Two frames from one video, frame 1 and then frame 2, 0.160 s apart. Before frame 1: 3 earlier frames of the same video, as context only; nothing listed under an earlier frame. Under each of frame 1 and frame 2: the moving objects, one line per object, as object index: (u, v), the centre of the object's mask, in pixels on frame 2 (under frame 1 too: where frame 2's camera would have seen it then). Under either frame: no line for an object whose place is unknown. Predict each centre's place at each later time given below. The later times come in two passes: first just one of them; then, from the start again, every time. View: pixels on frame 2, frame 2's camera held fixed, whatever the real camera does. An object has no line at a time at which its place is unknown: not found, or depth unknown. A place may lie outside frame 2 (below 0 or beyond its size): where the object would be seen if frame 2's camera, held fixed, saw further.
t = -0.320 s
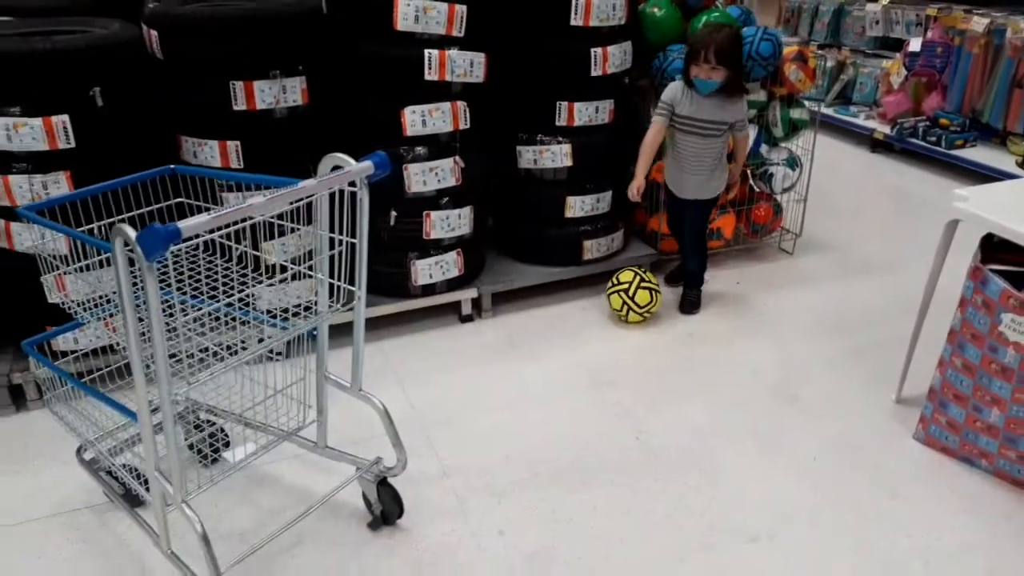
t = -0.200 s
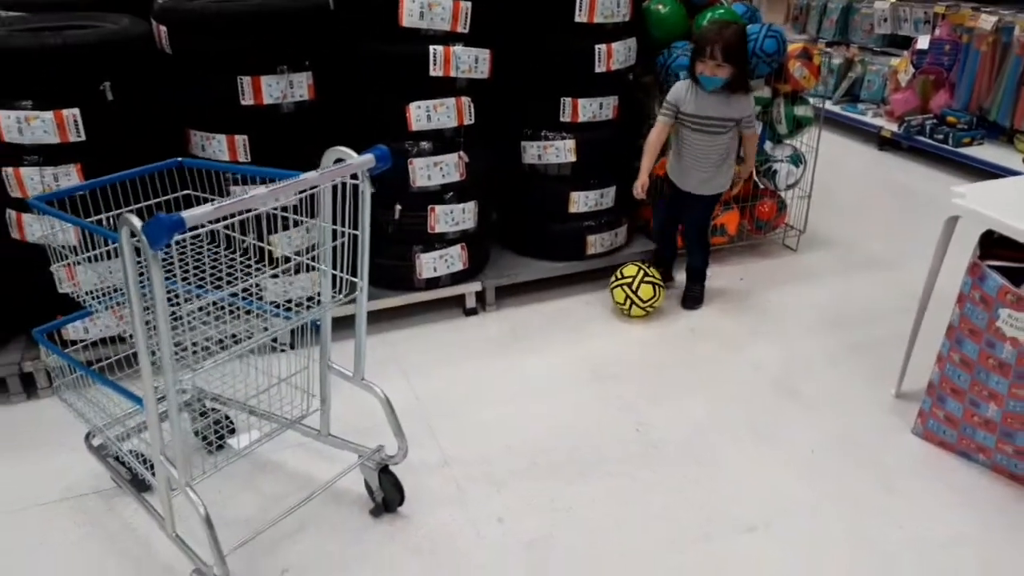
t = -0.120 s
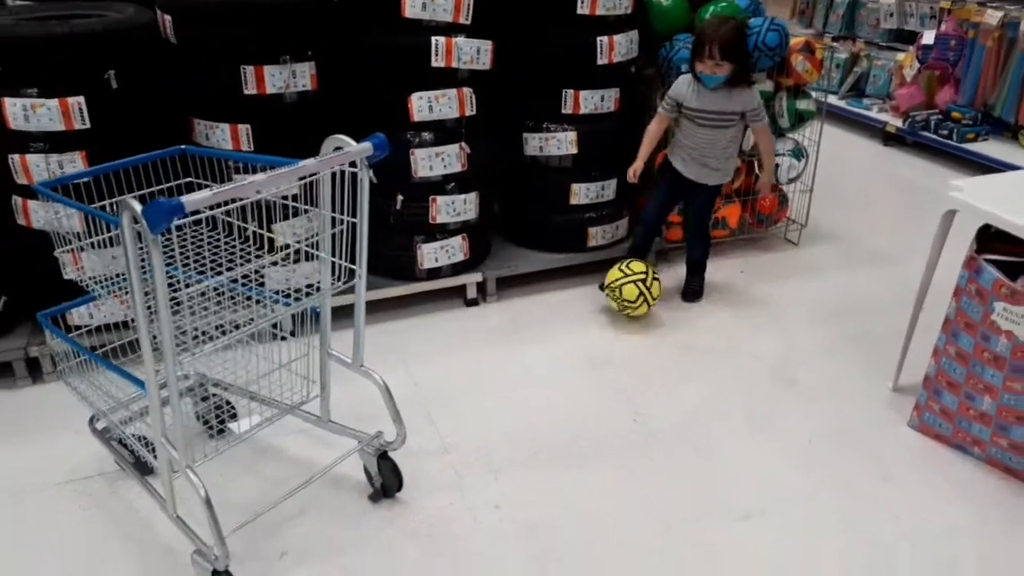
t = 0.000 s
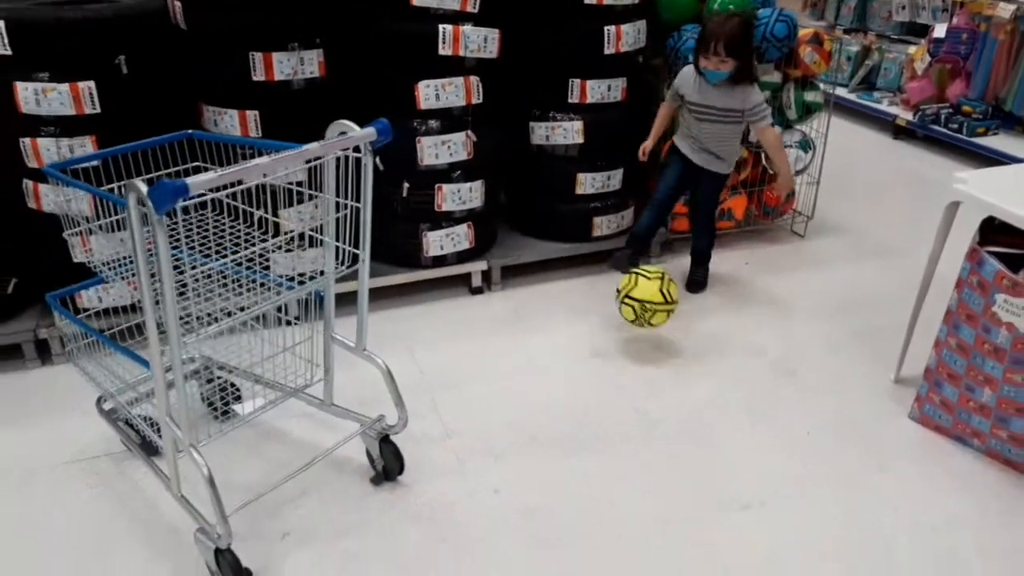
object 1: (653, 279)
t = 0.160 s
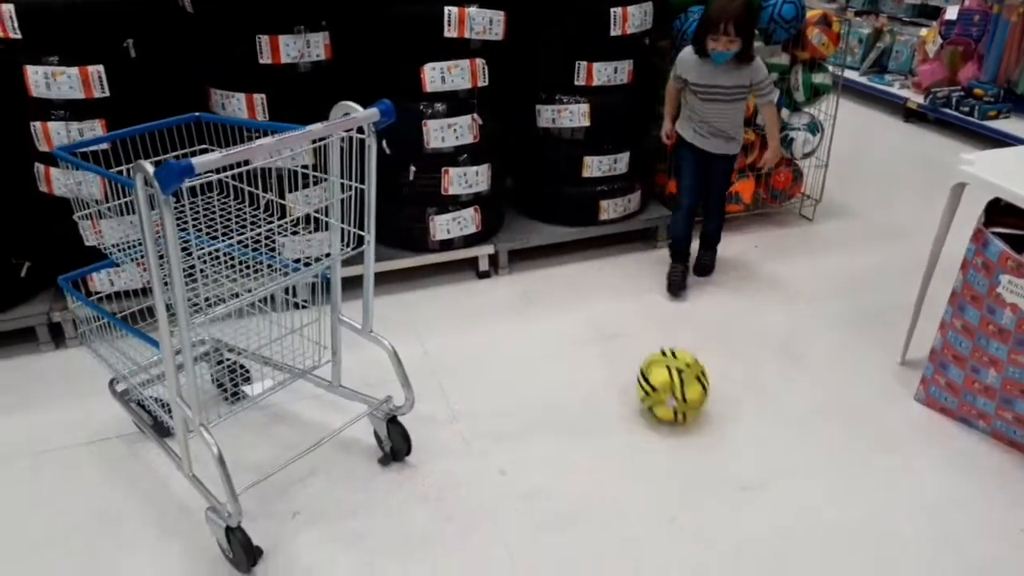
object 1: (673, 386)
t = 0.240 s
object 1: (694, 415)
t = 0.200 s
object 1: (679, 397)
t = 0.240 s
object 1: (694, 415)
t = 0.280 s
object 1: (702, 431)
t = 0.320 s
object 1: (710, 453)
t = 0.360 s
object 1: (718, 478)
